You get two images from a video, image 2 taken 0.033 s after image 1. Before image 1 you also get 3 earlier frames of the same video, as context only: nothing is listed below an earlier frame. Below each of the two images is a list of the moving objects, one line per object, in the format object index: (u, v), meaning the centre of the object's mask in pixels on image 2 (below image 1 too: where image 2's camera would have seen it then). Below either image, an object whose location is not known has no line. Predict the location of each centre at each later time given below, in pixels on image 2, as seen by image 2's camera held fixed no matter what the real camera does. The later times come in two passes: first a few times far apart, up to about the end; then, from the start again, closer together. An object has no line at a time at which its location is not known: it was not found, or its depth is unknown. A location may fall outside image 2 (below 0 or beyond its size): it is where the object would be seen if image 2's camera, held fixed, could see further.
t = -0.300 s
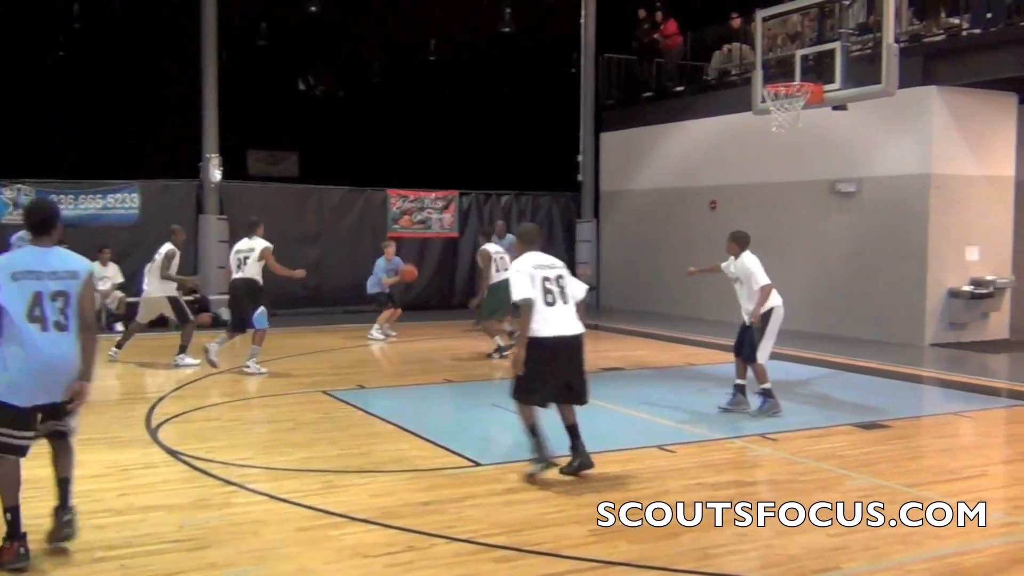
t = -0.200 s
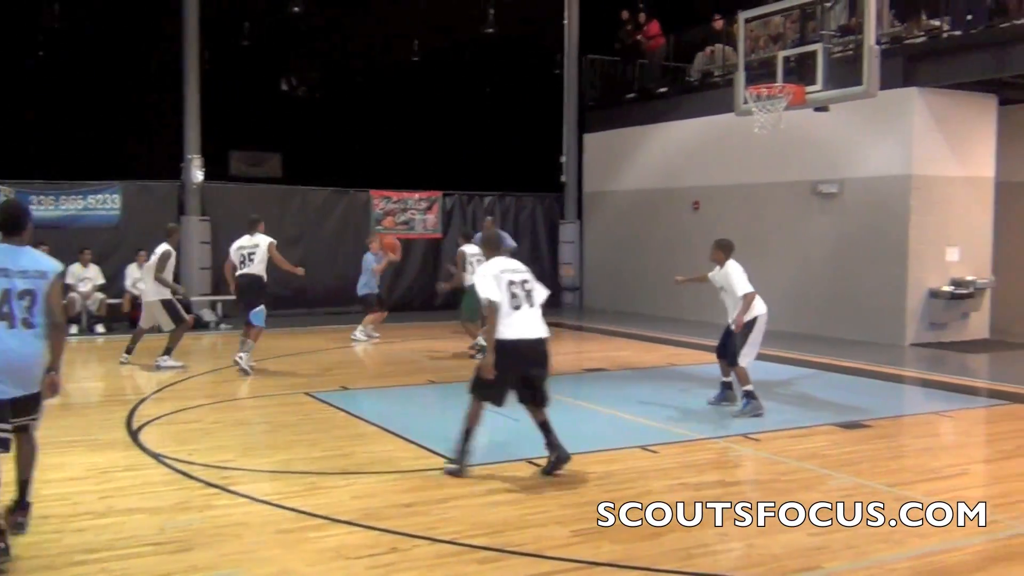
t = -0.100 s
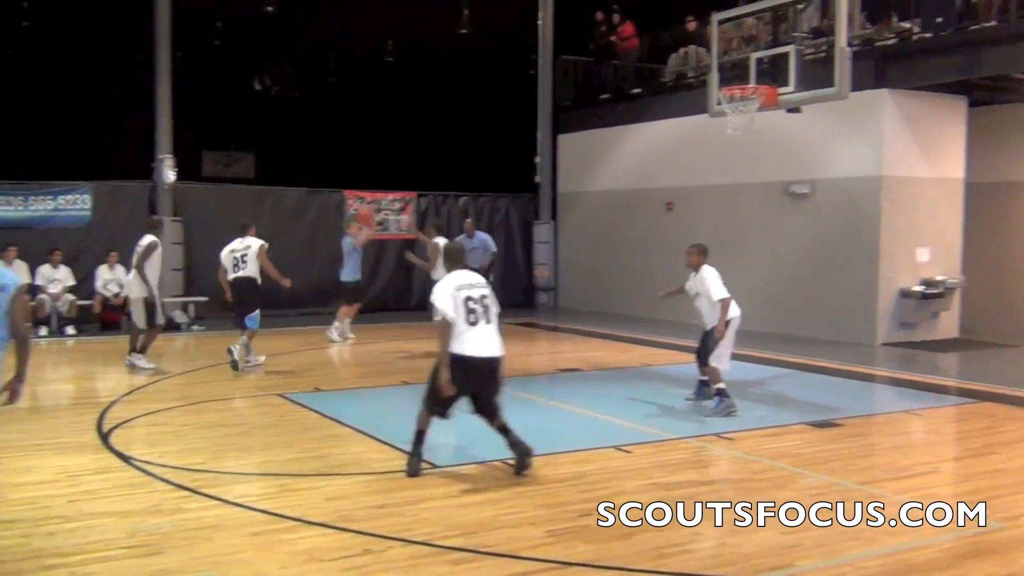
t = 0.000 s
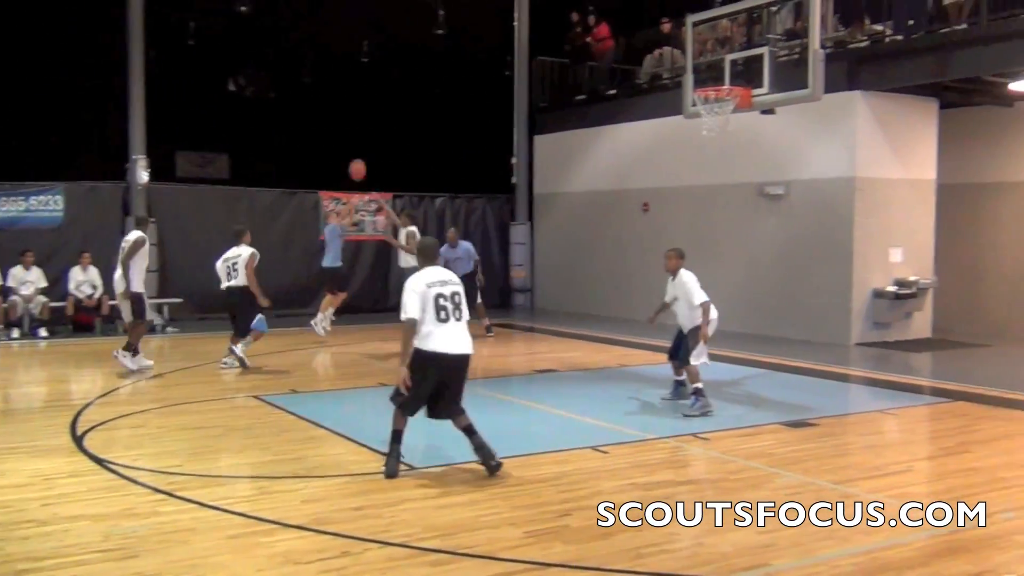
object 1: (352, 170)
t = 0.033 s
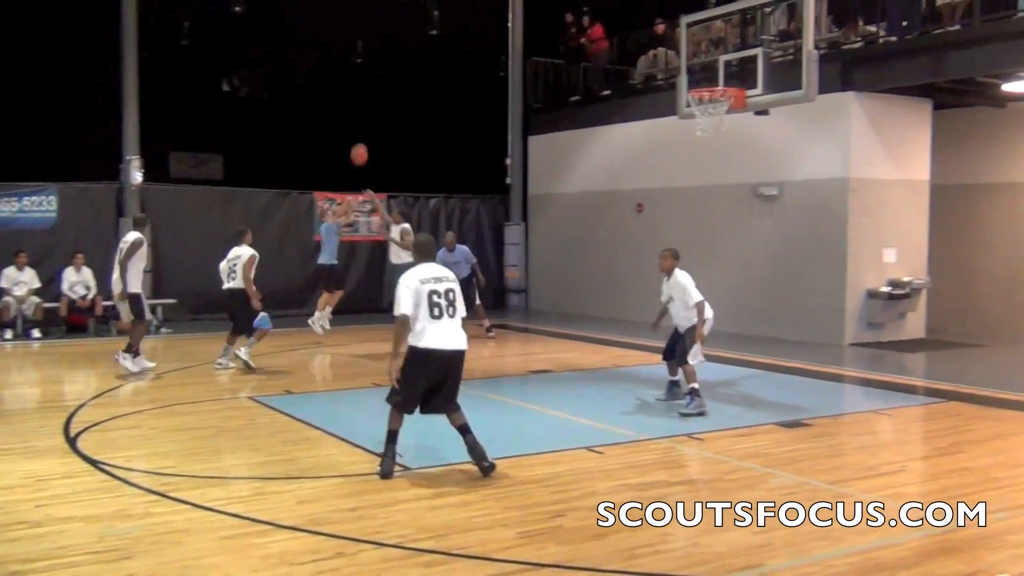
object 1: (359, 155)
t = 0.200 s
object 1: (399, 84)
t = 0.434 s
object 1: (460, 11)
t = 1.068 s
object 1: (660, 20)
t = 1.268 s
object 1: (716, 97)
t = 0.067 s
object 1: (367, 140)
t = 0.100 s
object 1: (375, 125)
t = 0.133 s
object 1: (383, 111)
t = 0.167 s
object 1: (391, 97)
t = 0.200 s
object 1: (399, 84)
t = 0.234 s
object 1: (407, 71)
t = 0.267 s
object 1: (416, 60)
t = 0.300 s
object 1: (424, 48)
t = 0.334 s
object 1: (433, 38)
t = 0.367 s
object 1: (442, 28)
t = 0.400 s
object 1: (451, 19)
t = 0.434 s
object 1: (460, 11)
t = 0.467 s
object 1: (469, 4)
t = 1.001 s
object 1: (636, 1)
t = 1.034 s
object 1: (648, 10)
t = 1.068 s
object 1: (660, 20)
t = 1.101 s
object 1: (671, 31)
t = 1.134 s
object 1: (685, 44)
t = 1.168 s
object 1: (697, 57)
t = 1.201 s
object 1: (708, 71)
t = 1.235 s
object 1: (722, 81)
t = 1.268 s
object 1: (716, 97)
